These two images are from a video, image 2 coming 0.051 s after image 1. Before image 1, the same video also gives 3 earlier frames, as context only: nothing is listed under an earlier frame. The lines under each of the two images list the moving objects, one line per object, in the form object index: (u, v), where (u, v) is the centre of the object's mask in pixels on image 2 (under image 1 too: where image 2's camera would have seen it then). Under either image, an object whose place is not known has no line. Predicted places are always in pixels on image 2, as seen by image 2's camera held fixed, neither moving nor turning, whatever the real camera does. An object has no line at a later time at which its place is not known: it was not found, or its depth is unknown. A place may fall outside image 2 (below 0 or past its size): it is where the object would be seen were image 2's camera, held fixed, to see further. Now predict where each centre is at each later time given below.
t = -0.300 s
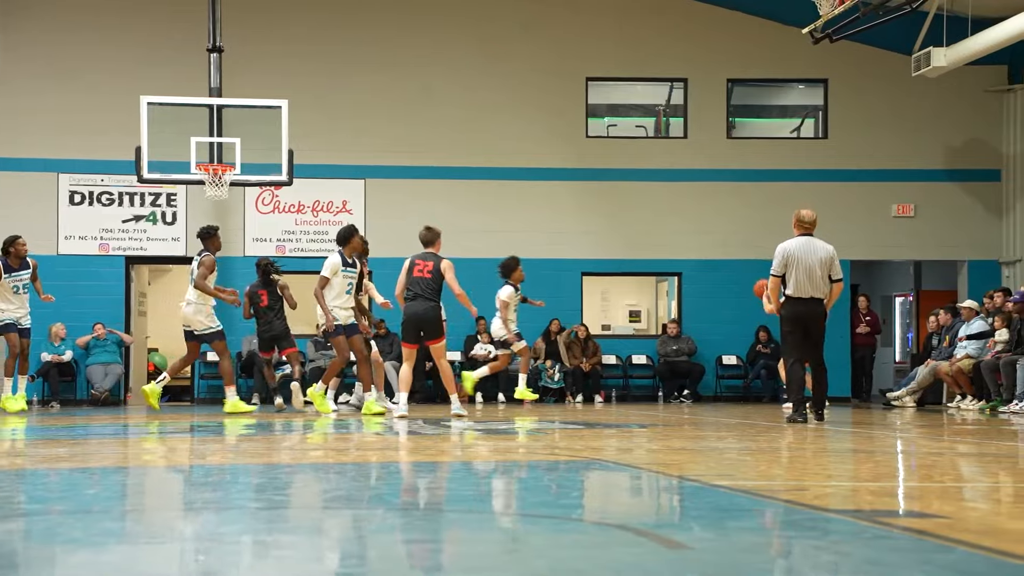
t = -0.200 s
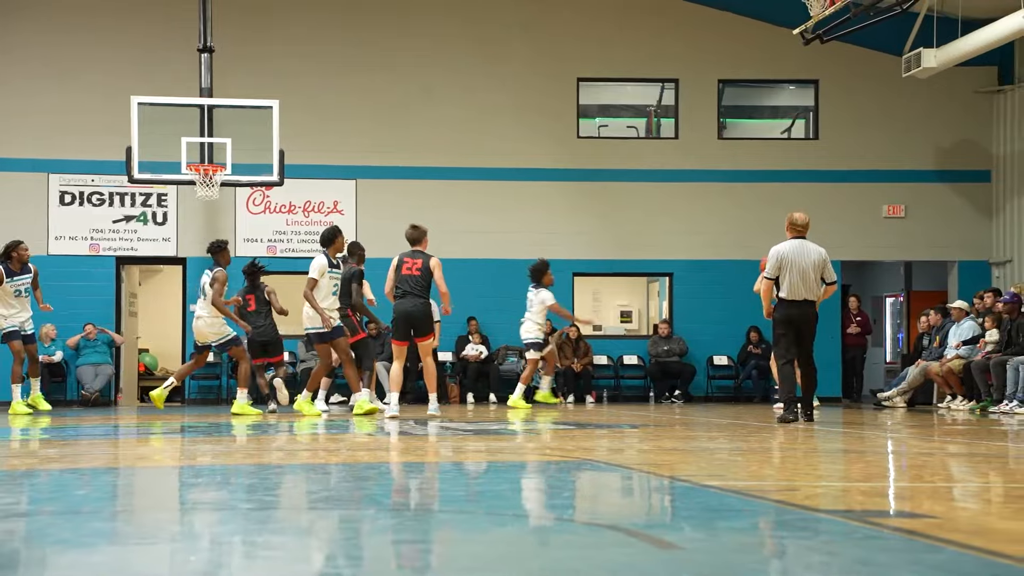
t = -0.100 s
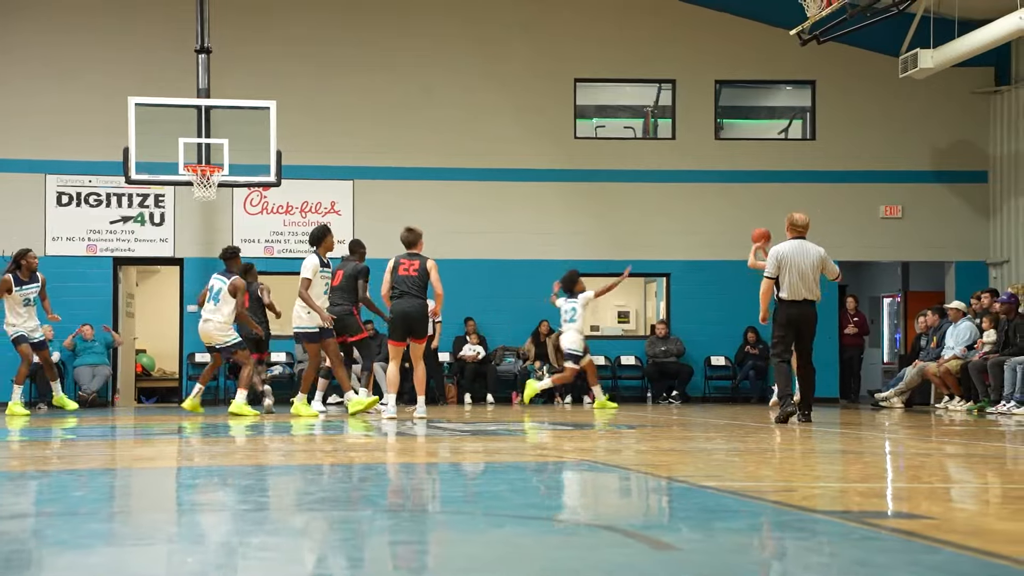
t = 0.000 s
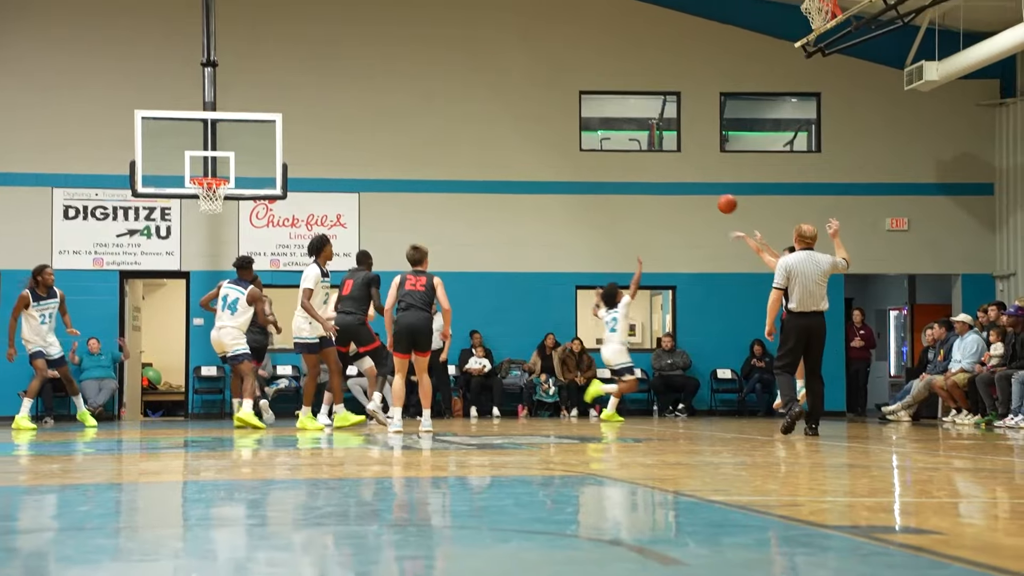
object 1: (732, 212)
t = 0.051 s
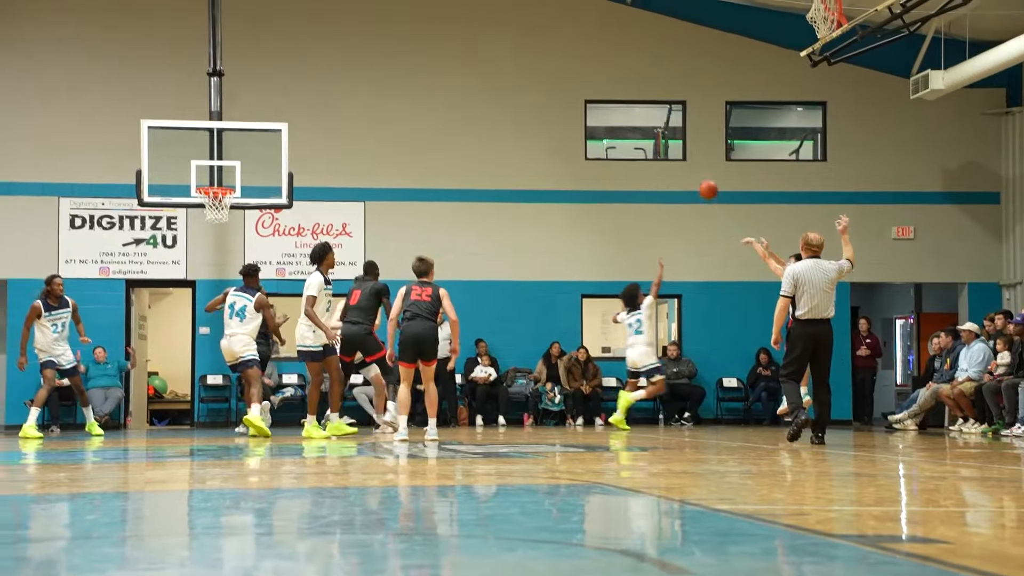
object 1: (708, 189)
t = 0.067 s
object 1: (700, 183)
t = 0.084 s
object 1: (693, 176)
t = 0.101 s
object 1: (686, 169)
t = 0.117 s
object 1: (678, 162)
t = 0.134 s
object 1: (671, 156)
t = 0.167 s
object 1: (657, 144)
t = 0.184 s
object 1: (649, 138)
